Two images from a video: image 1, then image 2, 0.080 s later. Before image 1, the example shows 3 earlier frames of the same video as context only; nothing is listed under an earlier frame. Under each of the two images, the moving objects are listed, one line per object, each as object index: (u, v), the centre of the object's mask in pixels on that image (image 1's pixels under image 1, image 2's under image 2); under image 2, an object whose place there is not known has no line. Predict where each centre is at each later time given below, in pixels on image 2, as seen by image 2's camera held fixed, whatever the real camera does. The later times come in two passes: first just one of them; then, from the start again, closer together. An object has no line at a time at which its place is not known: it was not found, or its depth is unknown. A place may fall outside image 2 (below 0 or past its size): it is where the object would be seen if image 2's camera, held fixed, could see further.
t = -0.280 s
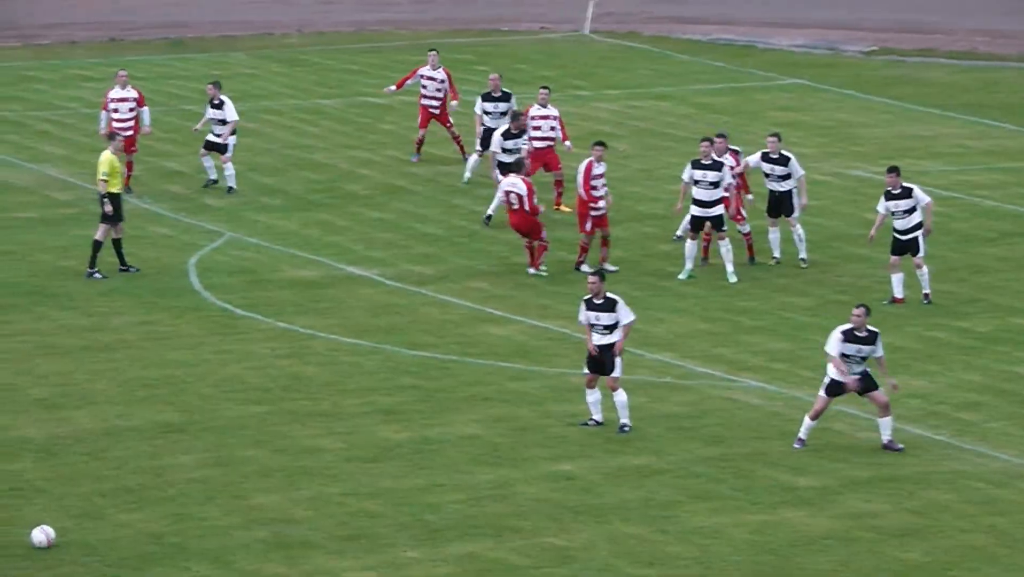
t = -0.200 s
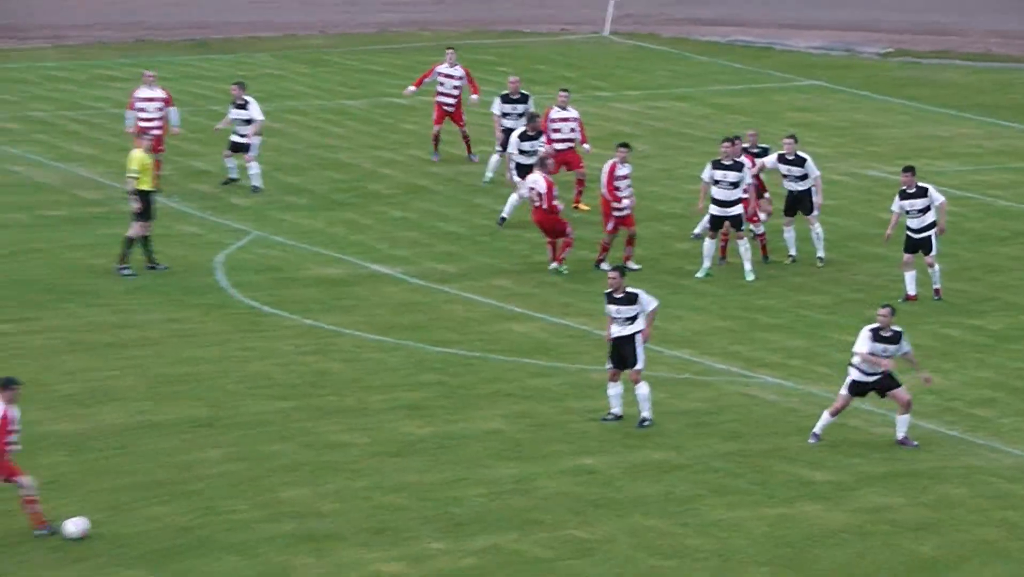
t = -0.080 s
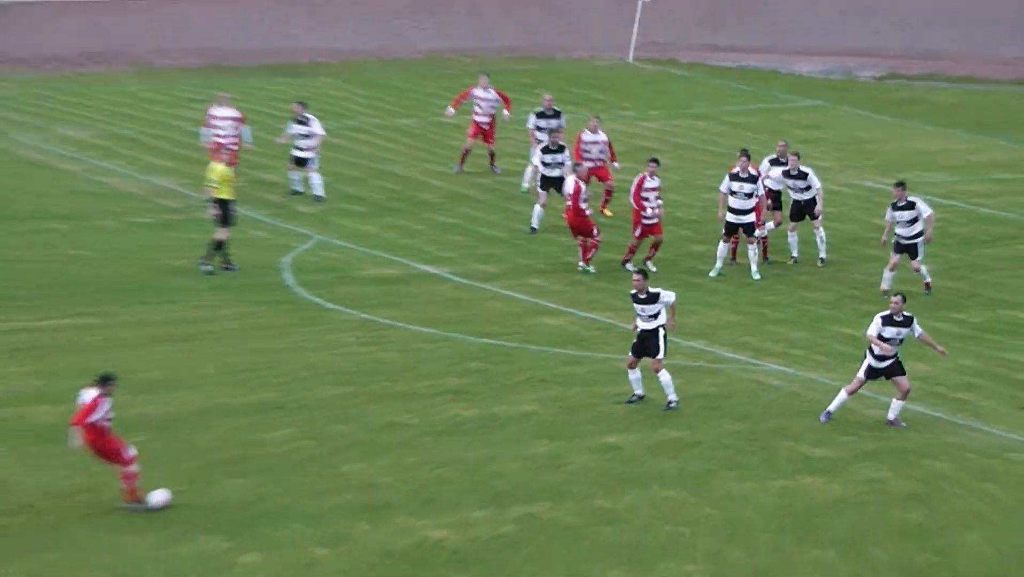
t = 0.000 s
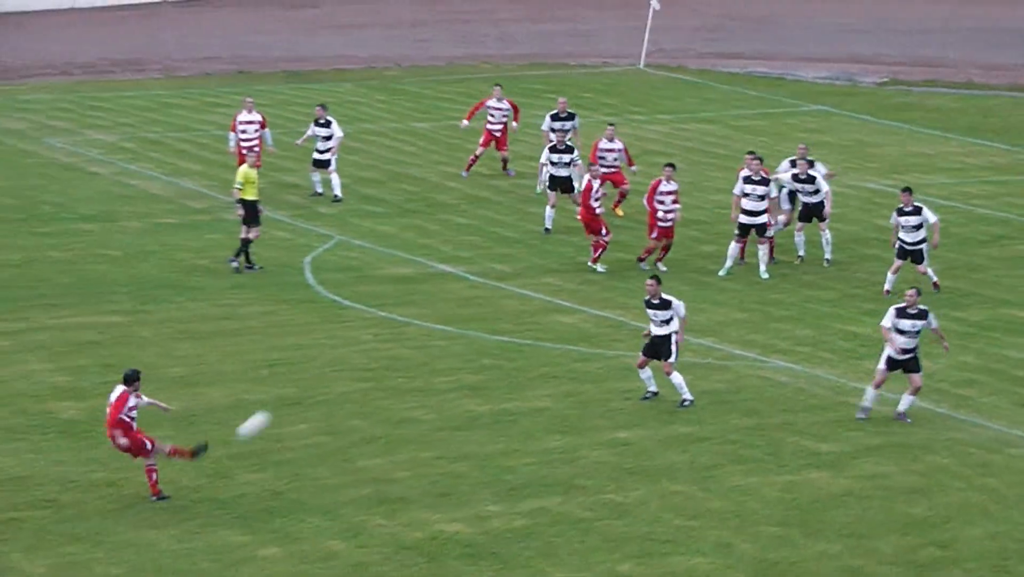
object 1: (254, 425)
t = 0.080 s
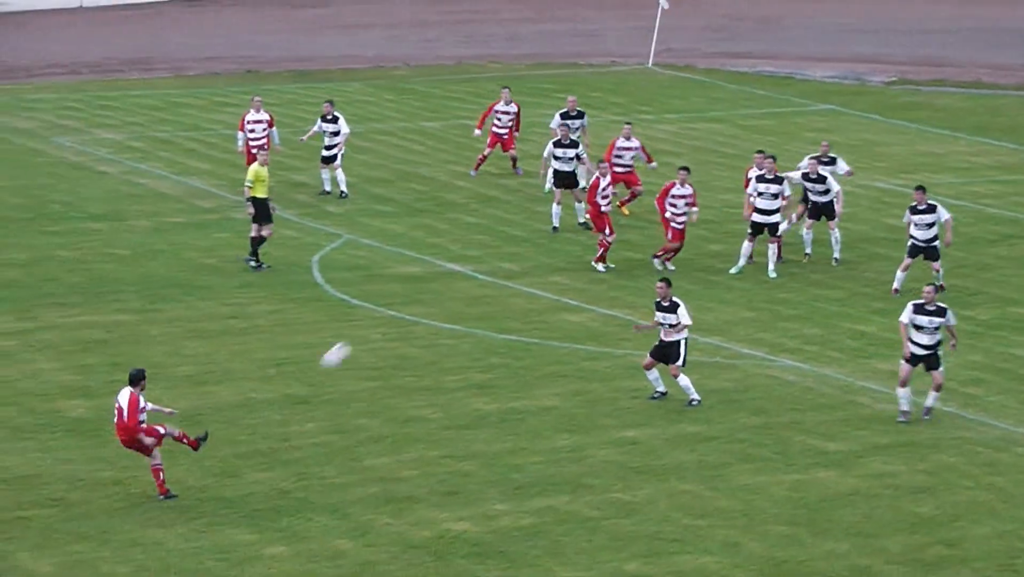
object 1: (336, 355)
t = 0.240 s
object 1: (463, 245)
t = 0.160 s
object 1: (403, 296)
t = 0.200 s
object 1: (434, 270)
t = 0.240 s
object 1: (463, 245)
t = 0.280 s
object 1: (491, 222)
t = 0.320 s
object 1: (513, 202)
